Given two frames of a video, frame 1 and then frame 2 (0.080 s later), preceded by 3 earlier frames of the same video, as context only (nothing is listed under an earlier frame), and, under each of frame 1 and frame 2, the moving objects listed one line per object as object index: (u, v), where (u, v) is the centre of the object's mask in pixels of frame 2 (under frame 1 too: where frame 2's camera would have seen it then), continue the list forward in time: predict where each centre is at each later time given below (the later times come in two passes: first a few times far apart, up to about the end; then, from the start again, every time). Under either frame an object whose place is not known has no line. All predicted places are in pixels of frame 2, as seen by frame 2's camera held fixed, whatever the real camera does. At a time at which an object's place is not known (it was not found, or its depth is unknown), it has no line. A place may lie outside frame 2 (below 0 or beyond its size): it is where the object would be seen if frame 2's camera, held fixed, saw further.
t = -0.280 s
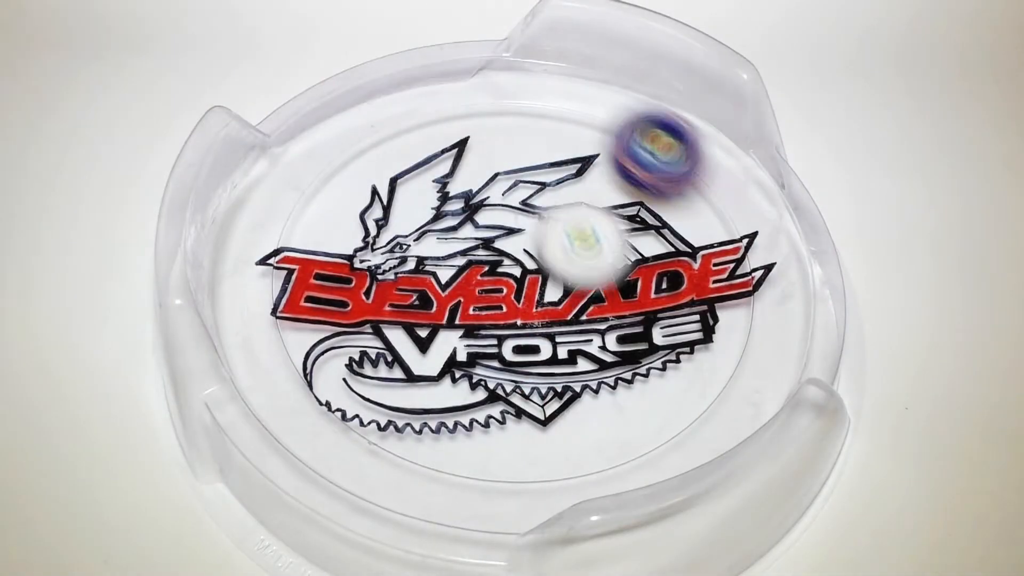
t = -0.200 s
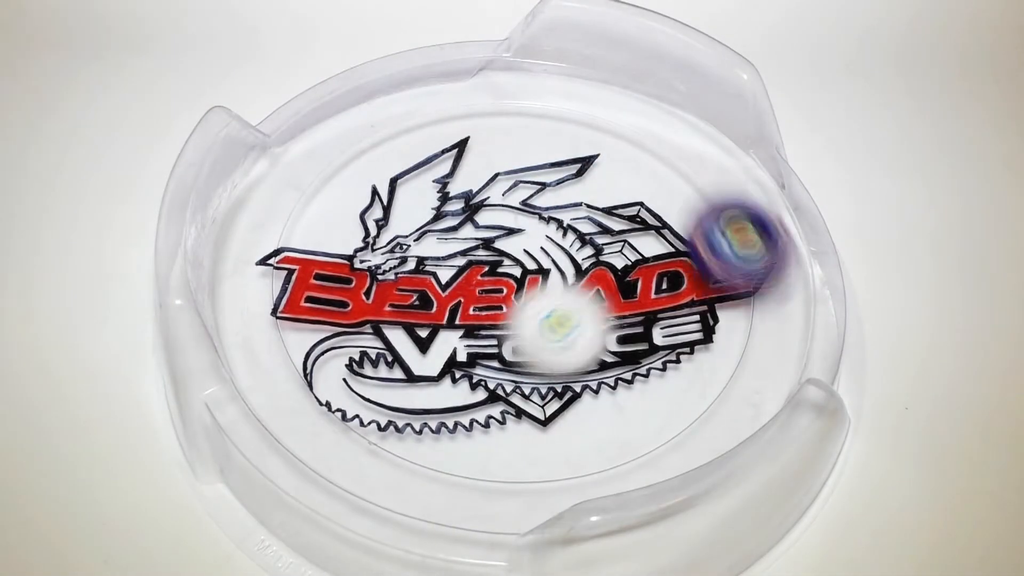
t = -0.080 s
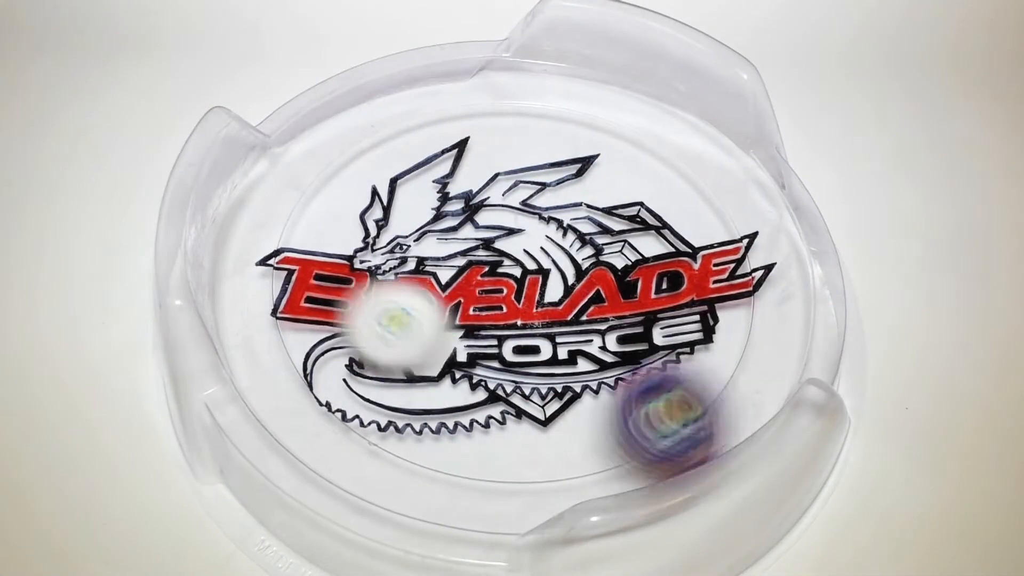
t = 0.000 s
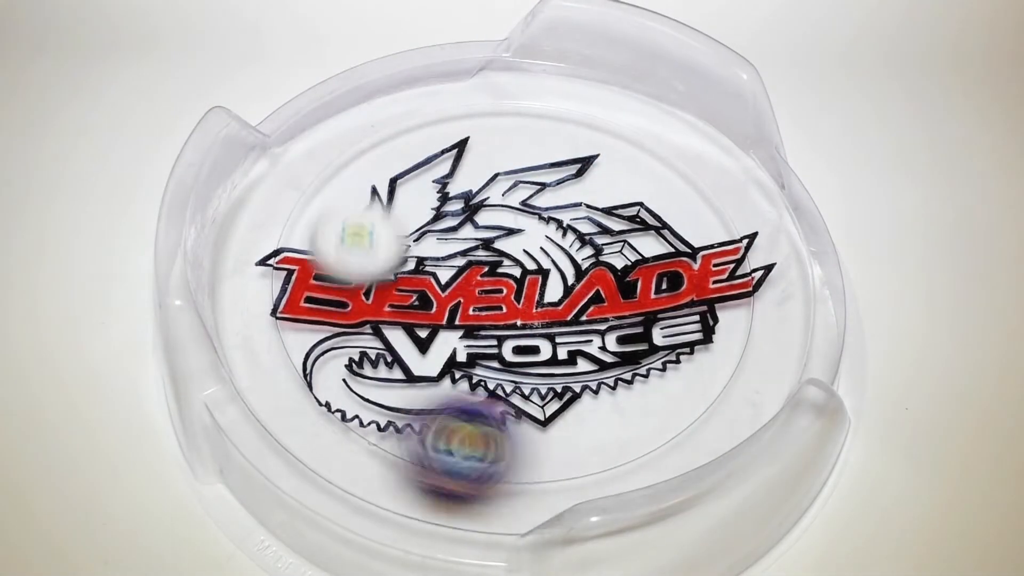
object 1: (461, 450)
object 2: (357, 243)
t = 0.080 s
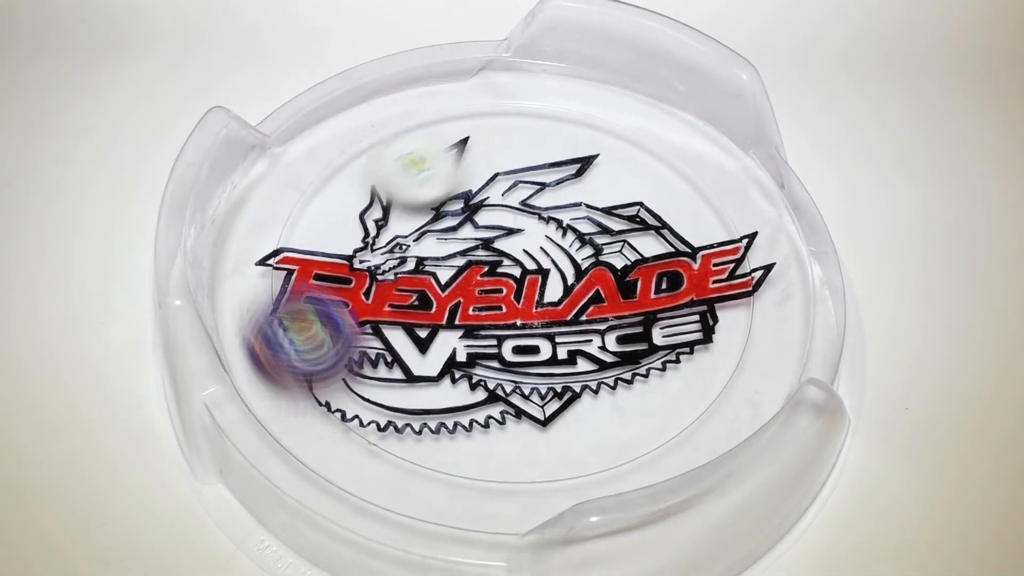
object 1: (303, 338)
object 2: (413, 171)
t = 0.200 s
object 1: (350, 132)
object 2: (578, 191)
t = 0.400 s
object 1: (728, 178)
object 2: (527, 383)
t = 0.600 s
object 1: (460, 446)
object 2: (338, 245)
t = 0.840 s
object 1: (399, 102)
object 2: (600, 203)
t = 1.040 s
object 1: (743, 205)
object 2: (543, 399)
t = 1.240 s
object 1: (447, 439)
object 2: (338, 285)
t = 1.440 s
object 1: (319, 155)
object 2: (510, 172)
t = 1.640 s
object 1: (651, 113)
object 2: (634, 326)
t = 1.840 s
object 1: (654, 419)
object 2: (425, 377)
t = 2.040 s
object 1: (285, 306)
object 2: (415, 219)
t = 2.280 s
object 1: (495, 77)
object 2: (638, 280)
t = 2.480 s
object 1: (751, 265)
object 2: (491, 399)
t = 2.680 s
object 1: (455, 442)
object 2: (396, 259)
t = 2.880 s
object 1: (280, 210)
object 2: (581, 212)
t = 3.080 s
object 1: (538, 80)
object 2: (622, 355)
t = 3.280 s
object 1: (750, 280)
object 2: (429, 340)
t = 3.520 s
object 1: (424, 437)
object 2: (521, 202)
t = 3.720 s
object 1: (287, 219)
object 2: (655, 287)
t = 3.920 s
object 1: (503, 81)
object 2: (512, 360)
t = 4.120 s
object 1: (740, 222)
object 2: (455, 239)
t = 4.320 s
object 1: (615, 425)
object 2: (599, 207)
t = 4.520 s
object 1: (330, 331)
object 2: (611, 329)
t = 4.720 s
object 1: (355, 122)
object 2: (460, 299)
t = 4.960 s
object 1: (649, 122)
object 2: (537, 194)
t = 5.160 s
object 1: (699, 314)
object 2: (610, 273)
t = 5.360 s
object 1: (431, 398)
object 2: (478, 308)
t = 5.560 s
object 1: (287, 226)
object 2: (465, 210)
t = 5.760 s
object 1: (435, 92)
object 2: (575, 230)
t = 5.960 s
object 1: (648, 162)
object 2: (519, 303)
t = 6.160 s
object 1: (629, 371)
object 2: (447, 239)
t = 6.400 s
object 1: (328, 369)
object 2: (556, 237)
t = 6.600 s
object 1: (298, 187)
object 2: (492, 298)
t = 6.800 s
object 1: (485, 122)
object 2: (459, 236)
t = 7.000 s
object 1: (673, 239)
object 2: (546, 256)
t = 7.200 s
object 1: (610, 429)
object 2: (478, 305)
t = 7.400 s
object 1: (362, 399)
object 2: (458, 244)
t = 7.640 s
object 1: (362, 199)
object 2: (528, 280)
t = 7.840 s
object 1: (561, 154)
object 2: (491, 290)
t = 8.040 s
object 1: (714, 262)
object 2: (490, 269)
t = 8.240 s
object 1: (651, 412)
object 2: (529, 266)
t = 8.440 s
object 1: (432, 390)
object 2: (530, 293)
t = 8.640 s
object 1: (380, 236)
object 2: (498, 290)
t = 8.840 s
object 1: (498, 142)
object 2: (510, 260)
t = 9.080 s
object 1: (682, 194)
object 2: (558, 271)
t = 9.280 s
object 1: (647, 330)
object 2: (535, 297)
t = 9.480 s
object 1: (564, 427)
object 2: (416, 223)
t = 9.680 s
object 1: (381, 361)
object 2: (435, 160)
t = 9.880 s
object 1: (375, 216)
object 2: (497, 149)
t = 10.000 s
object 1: (401, 169)
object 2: (551, 158)
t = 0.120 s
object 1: (281, 264)
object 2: (467, 162)
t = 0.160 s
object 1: (300, 191)
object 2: (518, 164)
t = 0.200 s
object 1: (350, 132)
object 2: (578, 191)
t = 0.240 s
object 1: (421, 98)
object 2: (615, 231)
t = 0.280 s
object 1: (502, 83)
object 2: (629, 273)
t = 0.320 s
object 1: (587, 91)
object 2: (618, 321)
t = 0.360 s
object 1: (664, 123)
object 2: (585, 360)
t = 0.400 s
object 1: (728, 178)
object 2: (527, 383)
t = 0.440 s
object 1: (758, 254)
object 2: (464, 384)
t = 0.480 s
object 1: (744, 343)
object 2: (411, 366)
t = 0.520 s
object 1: (676, 415)
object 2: (367, 333)
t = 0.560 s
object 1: (570, 452)
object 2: (341, 292)
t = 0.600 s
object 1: (460, 446)
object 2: (338, 245)
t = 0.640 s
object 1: (366, 404)
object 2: (359, 205)
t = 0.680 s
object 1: (305, 338)
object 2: (396, 178)
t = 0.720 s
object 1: (281, 267)
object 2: (450, 161)
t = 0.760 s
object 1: (297, 197)
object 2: (499, 161)
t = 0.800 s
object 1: (339, 140)
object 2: (558, 177)
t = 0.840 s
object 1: (399, 102)
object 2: (600, 203)
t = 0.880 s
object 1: (472, 83)
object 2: (631, 244)
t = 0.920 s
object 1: (549, 81)
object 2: (641, 289)
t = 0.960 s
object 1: (626, 102)
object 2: (627, 333)
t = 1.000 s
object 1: (694, 143)
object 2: (595, 372)
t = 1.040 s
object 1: (743, 205)
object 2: (543, 399)
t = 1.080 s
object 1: (757, 286)
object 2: (486, 400)
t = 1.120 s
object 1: (725, 367)
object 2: (428, 385)
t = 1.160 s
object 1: (652, 424)
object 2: (381, 359)
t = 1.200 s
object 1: (549, 450)
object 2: (349, 320)
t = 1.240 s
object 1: (447, 439)
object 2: (338, 285)
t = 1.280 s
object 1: (359, 394)
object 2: (346, 241)
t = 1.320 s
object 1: (305, 338)
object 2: (375, 209)
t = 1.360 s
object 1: (280, 274)
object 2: (416, 185)
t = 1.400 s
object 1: (289, 209)
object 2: (463, 174)
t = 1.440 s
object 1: (319, 155)
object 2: (510, 172)
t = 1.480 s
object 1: (372, 114)
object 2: (565, 189)
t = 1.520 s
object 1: (435, 88)
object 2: (600, 211)
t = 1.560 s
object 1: (505, 78)
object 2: (629, 247)
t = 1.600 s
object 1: (580, 87)
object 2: (640, 288)
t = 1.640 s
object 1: (651, 113)
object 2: (634, 326)
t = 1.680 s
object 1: (712, 159)
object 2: (611, 358)
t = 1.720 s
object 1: (749, 220)
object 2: (570, 385)
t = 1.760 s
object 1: (754, 298)
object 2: (522, 394)
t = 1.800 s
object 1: (720, 368)
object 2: (471, 393)
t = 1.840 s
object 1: (654, 419)
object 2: (425, 377)
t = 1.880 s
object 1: (561, 446)
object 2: (390, 347)
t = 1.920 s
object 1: (469, 443)
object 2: (371, 312)
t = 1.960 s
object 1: (380, 411)
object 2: (373, 281)
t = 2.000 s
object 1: (319, 361)
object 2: (386, 248)
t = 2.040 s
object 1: (285, 306)
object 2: (415, 219)
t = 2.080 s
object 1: (276, 245)
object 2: (455, 207)
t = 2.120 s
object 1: (291, 192)
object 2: (496, 199)
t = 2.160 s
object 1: (322, 147)
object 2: (542, 202)
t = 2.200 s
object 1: (369, 111)
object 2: (583, 219)
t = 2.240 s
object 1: (428, 88)
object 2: (618, 249)
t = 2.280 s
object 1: (495, 77)
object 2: (638, 280)
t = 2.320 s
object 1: (567, 82)
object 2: (639, 318)
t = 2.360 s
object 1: (635, 105)
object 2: (622, 352)
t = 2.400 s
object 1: (695, 145)
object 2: (590, 381)
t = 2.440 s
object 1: (735, 199)
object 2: (542, 398)
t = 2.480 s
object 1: (751, 265)
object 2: (491, 399)
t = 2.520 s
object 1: (739, 330)
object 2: (446, 384)
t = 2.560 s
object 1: (695, 387)
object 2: (408, 357)
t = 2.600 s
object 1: (626, 428)
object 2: (387, 322)
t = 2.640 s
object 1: (543, 448)
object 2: (384, 289)
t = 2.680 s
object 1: (455, 442)
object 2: (396, 259)
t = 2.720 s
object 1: (378, 412)
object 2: (424, 230)
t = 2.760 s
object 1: (320, 369)
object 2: (459, 213)
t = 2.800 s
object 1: (284, 319)
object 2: (499, 204)
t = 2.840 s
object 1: (270, 262)
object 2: (541, 202)
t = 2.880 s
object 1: (280, 210)
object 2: (581, 212)
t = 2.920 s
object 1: (306, 162)
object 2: (617, 235)
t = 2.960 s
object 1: (349, 122)
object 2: (642, 262)
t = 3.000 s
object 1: (406, 95)
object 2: (653, 294)
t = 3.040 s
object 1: (471, 81)
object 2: (646, 326)
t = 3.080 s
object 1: (538, 80)
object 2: (622, 355)
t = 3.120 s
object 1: (604, 96)
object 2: (590, 376)
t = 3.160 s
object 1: (663, 125)
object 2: (544, 387)
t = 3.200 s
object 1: (710, 168)
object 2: (496, 381)
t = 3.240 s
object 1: (739, 220)
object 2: (457, 367)
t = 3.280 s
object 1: (750, 280)
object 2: (429, 340)
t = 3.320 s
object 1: (733, 338)
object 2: (414, 309)
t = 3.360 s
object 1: (691, 391)
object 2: (414, 277)
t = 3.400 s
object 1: (631, 428)
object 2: (429, 247)
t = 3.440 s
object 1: (561, 449)
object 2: (453, 225)
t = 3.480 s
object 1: (491, 451)
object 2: (484, 207)
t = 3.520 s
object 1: (424, 437)
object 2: (521, 202)
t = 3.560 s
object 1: (368, 408)
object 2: (561, 202)
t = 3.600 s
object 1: (323, 367)
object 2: (594, 212)
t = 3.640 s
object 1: (297, 320)
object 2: (626, 233)
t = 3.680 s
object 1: (284, 268)
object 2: (646, 258)
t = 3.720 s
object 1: (287, 219)
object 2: (655, 287)
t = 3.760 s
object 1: (303, 172)
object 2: (647, 316)
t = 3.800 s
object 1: (336, 132)
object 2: (625, 341)
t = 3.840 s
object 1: (386, 105)
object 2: (593, 360)
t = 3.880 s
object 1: (443, 88)
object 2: (553, 365)
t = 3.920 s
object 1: (503, 81)
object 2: (512, 360)
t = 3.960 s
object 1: (565, 87)
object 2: (478, 344)
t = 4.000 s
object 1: (622, 106)
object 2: (454, 322)
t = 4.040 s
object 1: (673, 136)
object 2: (441, 294)
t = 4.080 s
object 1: (714, 175)
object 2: (443, 265)
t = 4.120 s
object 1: (740, 222)
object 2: (455, 239)
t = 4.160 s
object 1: (749, 276)
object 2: (475, 218)
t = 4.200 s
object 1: (740, 326)
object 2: (504, 205)
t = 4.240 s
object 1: (713, 370)
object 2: (536, 198)
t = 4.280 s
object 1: (670, 403)
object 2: (570, 199)
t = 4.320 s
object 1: (615, 425)
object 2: (599, 207)
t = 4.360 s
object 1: (550, 433)
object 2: (625, 229)
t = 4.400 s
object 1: (485, 425)
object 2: (641, 254)
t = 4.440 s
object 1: (421, 406)
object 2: (644, 279)
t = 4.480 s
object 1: (368, 371)
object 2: (635, 308)
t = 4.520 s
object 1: (330, 331)
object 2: (611, 329)
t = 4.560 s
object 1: (306, 287)
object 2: (581, 343)
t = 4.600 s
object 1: (291, 236)
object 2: (546, 346)
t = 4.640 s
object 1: (289, 187)
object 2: (511, 337)
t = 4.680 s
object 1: (321, 151)
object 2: (481, 320)
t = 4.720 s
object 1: (355, 122)
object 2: (460, 299)
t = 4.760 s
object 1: (402, 104)
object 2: (450, 274)
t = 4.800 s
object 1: (450, 87)
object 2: (452, 250)
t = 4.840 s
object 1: (501, 82)
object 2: (464, 227)
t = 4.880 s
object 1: (554, 86)
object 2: (481, 208)
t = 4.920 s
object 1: (604, 101)
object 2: (508, 199)
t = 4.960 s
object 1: (649, 122)
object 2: (537, 194)
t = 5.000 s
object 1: (685, 151)
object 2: (566, 196)
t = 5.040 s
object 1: (709, 188)
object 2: (590, 207)
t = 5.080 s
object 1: (720, 227)
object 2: (611, 228)
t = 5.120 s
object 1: (716, 271)
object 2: (618, 250)
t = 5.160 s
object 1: (699, 314)
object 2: (610, 273)
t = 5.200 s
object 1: (667, 352)
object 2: (594, 294)
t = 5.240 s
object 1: (617, 385)
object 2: (569, 310)
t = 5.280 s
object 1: (558, 403)
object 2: (538, 318)
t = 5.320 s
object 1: (491, 408)
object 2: (506, 317)
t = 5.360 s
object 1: (431, 398)
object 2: (478, 308)
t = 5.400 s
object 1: (370, 375)
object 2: (455, 293)
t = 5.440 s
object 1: (325, 345)
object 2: (443, 270)
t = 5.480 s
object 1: (287, 310)
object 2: (440, 247)
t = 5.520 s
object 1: (275, 266)
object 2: (449, 227)
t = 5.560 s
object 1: (287, 226)
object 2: (465, 210)
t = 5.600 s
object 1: (300, 187)
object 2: (486, 200)
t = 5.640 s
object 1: (322, 152)
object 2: (514, 199)
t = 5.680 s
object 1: (359, 129)
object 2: (540, 202)
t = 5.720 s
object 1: (393, 108)
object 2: (561, 213)
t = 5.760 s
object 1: (435, 92)
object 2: (575, 230)
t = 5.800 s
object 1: (483, 90)
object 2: (584, 249)
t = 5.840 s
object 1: (529, 93)
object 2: (582, 271)
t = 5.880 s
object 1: (575, 108)
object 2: (570, 291)
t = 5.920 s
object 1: (616, 131)
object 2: (548, 305)
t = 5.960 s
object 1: (648, 162)
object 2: (519, 303)
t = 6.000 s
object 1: (672, 199)
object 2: (492, 300)
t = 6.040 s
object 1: (683, 244)
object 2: (469, 292)
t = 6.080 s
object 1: (679, 290)
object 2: (452, 276)
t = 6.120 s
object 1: (663, 332)
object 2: (444, 257)
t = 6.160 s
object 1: (629, 371)
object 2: (447, 239)
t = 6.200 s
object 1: (584, 401)
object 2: (459, 224)
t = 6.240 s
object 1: (530, 421)
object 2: (476, 213)
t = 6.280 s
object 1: (469, 427)
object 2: (498, 209)
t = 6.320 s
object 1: (410, 425)
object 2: (518, 210)
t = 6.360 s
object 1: (360, 402)
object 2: (540, 221)
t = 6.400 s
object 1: (328, 369)
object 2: (556, 237)
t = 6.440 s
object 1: (300, 332)
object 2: (559, 256)
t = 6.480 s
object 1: (281, 295)
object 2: (553, 276)
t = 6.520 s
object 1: (278, 254)
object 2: (536, 291)
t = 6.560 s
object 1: (283, 220)
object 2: (514, 299)
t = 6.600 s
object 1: (298, 187)
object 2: (492, 298)
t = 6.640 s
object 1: (323, 162)
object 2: (471, 293)
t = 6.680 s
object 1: (356, 143)
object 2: (456, 283)
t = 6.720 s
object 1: (395, 129)
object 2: (447, 265)
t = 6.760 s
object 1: (439, 122)
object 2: (449, 249)
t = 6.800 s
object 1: (485, 122)
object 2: (459, 236)
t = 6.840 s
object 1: (532, 130)
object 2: (473, 227)
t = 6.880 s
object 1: (578, 148)
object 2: (495, 227)
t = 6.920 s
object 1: (617, 170)
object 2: (514, 231)
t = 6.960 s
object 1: (649, 200)
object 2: (533, 242)
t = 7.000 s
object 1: (673, 239)
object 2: (546, 256)
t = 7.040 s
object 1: (683, 279)
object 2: (545, 276)
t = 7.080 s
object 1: (685, 319)
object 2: (536, 291)
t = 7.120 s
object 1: (672, 360)
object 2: (518, 303)
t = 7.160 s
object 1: (647, 396)
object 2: (498, 308)
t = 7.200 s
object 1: (610, 429)
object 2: (478, 305)
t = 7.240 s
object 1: (565, 450)
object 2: (457, 296)
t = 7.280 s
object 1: (510, 448)
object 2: (446, 284)
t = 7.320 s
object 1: (455, 441)
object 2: (441, 268)
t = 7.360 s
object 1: (404, 427)
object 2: (447, 253)
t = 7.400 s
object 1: (362, 399)
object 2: (458, 244)
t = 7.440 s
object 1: (332, 368)
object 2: (476, 238)
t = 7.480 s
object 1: (314, 330)
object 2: (495, 238)
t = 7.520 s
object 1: (309, 295)
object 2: (511, 246)
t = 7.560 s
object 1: (317, 258)
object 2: (523, 257)
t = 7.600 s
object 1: (335, 226)
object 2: (529, 266)
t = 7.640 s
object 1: (362, 199)
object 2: (528, 280)
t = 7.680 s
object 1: (397, 176)
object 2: (521, 291)
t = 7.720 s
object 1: (435, 163)
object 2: (510, 296)
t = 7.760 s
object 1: (476, 154)
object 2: (501, 294)
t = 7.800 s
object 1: (518, 150)
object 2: (494, 292)
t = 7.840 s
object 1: (561, 154)
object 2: (491, 290)
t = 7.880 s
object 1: (601, 164)
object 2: (488, 286)
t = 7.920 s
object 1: (634, 179)
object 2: (485, 279)
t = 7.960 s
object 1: (667, 201)
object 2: (484, 277)
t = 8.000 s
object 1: (695, 231)
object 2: (485, 273)
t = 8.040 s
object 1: (714, 262)
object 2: (490, 269)
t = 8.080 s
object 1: (722, 294)
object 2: (496, 266)
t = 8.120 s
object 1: (721, 326)
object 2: (503, 264)
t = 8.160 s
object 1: (709, 360)
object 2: (510, 263)
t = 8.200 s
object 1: (685, 390)
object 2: (519, 264)
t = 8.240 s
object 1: (651, 412)
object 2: (529, 266)
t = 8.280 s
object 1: (610, 426)
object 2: (533, 271)
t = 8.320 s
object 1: (564, 433)
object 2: (536, 278)
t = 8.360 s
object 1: (517, 427)
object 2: (537, 283)
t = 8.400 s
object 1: (472, 413)
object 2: (535, 290)
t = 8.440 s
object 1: (432, 390)
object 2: (530, 293)
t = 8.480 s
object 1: (401, 361)
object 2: (525, 297)
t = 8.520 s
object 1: (381, 328)
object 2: (521, 298)
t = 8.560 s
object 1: (372, 295)
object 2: (513, 298)
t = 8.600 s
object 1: (373, 264)
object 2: (504, 295)
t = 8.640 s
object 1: (380, 236)
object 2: (498, 290)
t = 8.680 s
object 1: (394, 209)
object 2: (496, 284)
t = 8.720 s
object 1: (415, 186)
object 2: (497, 276)
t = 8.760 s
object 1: (439, 168)
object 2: (498, 269)
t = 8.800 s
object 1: (467, 154)
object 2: (503, 264)
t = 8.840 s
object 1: (498, 142)
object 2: (510, 260)
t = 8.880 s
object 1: (531, 138)
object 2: (519, 258)
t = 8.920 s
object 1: (565, 138)
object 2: (528, 256)
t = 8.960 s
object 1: (599, 144)
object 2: (537, 256)
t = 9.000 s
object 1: (632, 155)
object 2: (547, 258)
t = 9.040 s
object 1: (660, 172)
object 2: (555, 264)
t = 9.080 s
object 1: (682, 194)
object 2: (558, 271)
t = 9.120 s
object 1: (696, 222)
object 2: (560, 278)
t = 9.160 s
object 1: (700, 251)
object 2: (560, 285)
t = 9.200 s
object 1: (691, 280)
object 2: (554, 291)
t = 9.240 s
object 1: (673, 306)
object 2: (546, 295)
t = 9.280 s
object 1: (647, 330)
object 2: (535, 297)
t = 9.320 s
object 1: (613, 350)
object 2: (522, 296)
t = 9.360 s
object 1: (616, 377)
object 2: (475, 284)
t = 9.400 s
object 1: (613, 400)
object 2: (438, 256)
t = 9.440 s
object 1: (595, 417)
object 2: (419, 237)
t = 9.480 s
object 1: (564, 427)
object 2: (416, 223)
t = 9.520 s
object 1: (524, 428)
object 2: (415, 208)
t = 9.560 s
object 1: (481, 422)
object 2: (416, 195)
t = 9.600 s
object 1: (442, 410)
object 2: (420, 183)
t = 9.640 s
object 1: (408, 389)
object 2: (427, 172)
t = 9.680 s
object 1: (381, 361)
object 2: (435, 160)
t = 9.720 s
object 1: (364, 332)
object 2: (444, 152)
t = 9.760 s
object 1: (355, 303)
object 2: (456, 147)
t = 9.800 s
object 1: (354, 275)
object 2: (469, 145)
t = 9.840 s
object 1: (361, 245)
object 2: (483, 146)
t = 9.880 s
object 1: (375, 216)
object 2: (497, 149)
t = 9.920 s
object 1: (395, 191)
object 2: (511, 158)
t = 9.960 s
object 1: (417, 172)
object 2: (525, 168)
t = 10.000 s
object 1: (401, 169)
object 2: (551, 158)
